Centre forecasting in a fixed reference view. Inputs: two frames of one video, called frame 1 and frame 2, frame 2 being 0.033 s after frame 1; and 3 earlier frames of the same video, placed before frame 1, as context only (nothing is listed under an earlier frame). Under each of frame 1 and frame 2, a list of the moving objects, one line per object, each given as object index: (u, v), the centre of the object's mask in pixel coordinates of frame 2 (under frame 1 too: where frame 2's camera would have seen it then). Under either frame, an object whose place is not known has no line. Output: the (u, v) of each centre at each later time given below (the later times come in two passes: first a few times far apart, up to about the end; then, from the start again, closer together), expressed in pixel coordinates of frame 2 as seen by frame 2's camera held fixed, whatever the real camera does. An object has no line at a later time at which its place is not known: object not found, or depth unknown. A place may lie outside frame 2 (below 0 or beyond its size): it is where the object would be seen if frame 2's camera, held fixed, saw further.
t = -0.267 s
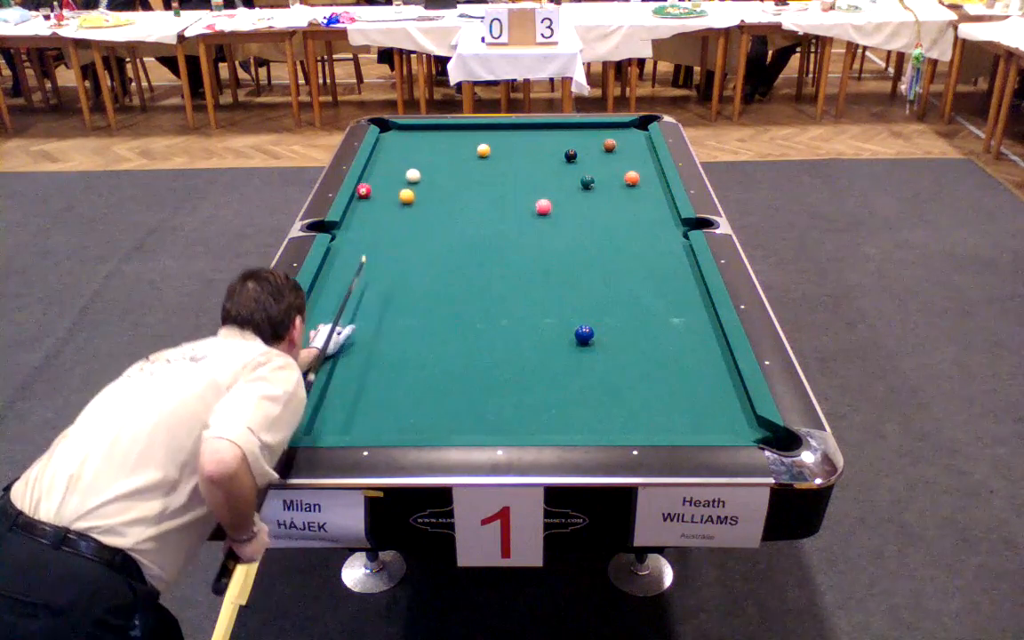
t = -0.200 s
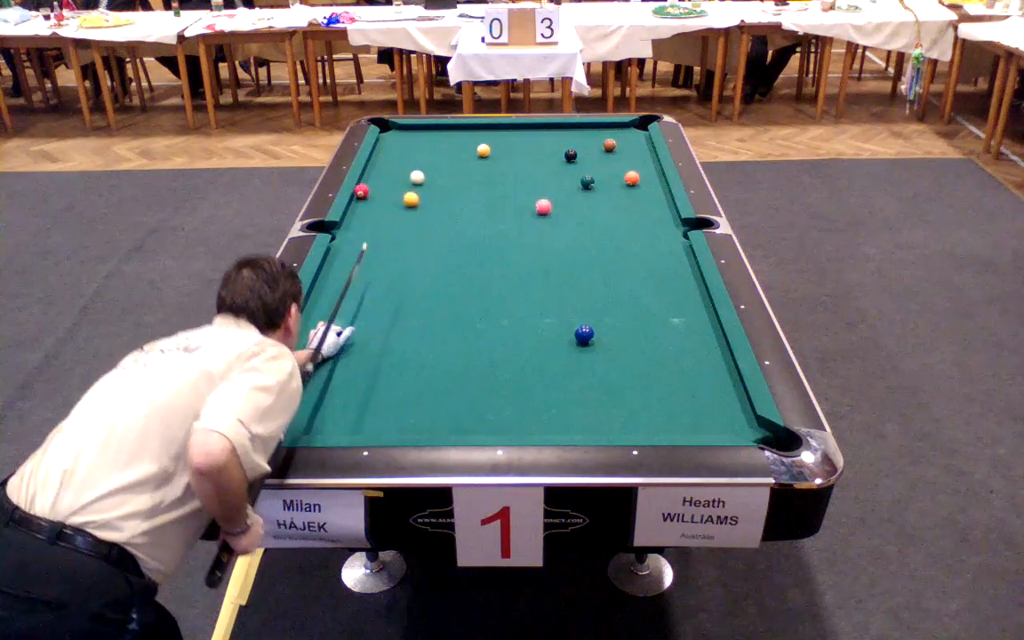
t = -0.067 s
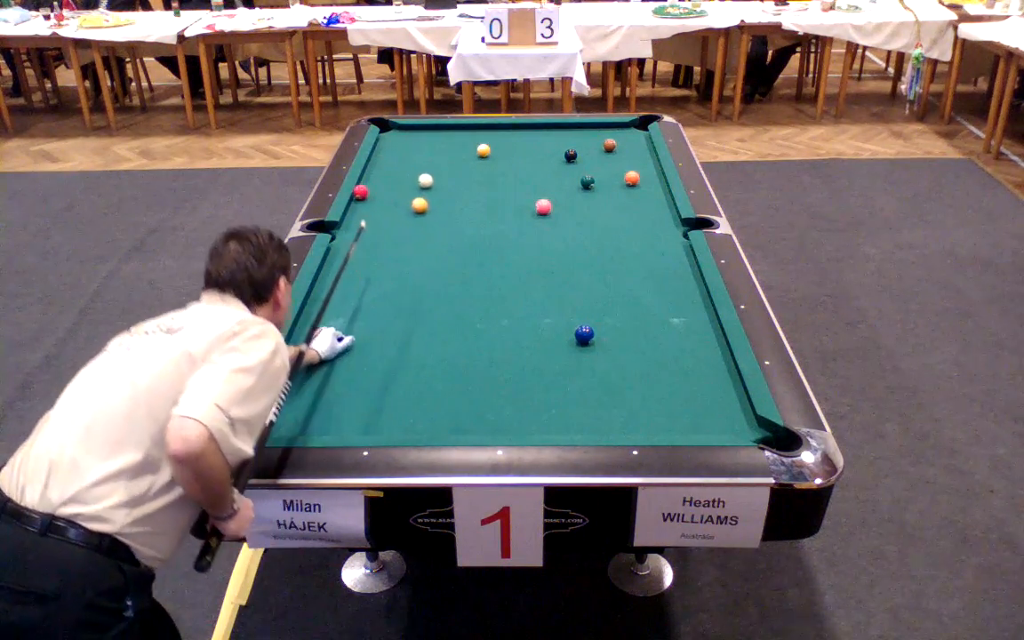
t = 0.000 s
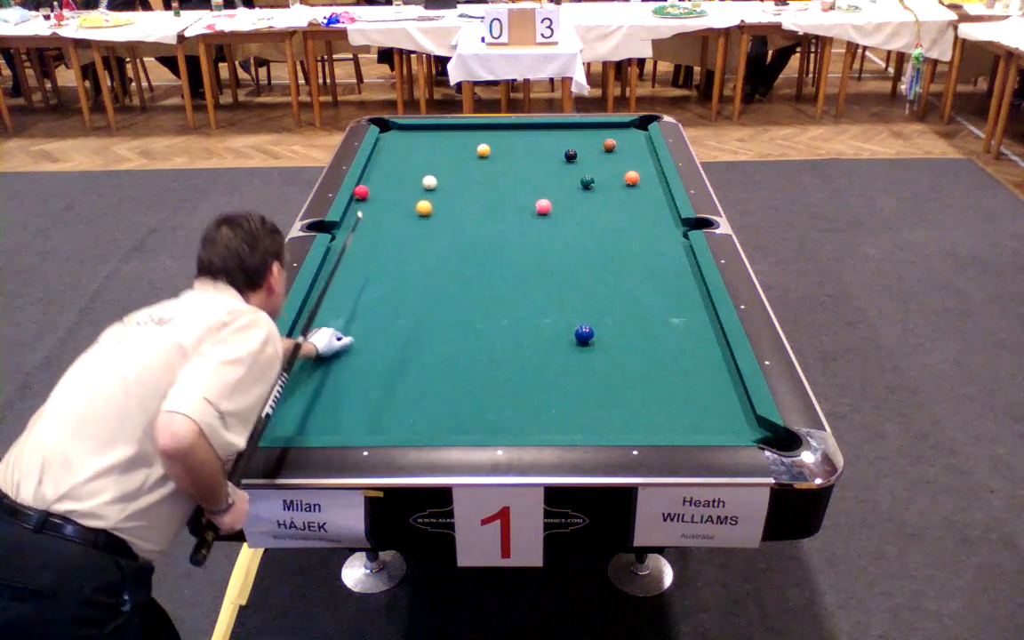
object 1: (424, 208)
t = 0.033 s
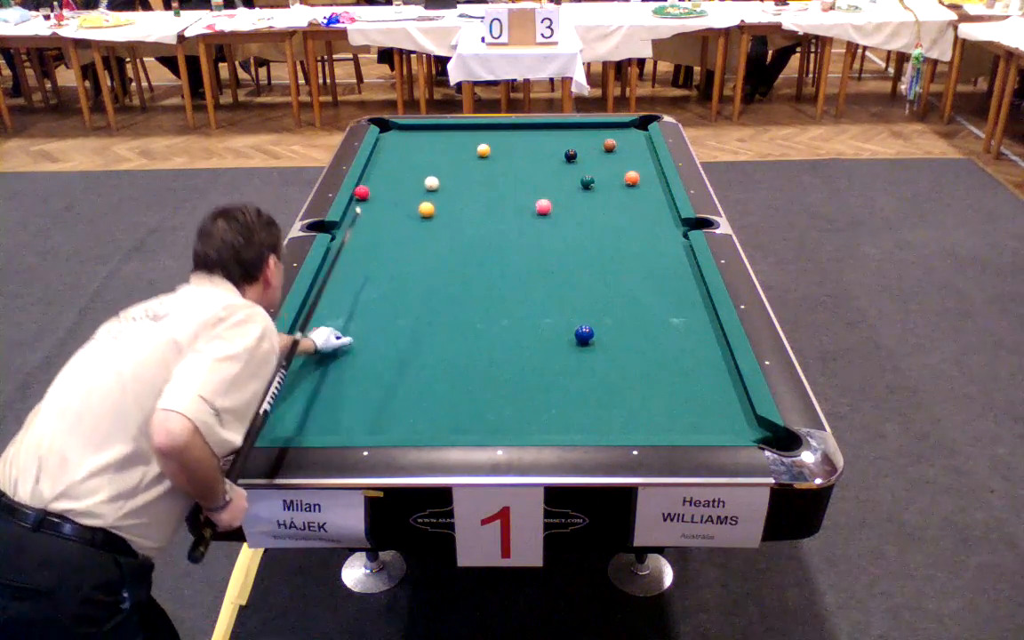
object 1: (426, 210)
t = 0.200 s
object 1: (437, 217)
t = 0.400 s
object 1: (451, 226)
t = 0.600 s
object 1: (465, 235)
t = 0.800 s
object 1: (479, 244)
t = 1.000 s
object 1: (493, 253)
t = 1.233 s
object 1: (509, 264)
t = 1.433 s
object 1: (522, 273)
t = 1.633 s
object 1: (536, 282)
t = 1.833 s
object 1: (549, 291)
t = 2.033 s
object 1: (562, 300)
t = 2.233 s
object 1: (575, 309)
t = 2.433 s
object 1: (588, 317)
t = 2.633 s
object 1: (600, 326)
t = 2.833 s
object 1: (611, 335)
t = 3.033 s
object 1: (623, 343)
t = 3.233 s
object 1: (634, 352)
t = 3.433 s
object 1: (644, 359)
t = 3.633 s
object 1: (654, 367)
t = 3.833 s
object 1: (663, 374)
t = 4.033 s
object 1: (671, 381)
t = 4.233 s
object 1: (679, 387)
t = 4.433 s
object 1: (685, 393)
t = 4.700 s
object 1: (693, 400)
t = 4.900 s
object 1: (698, 404)
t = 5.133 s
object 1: (702, 409)
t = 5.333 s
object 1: (706, 413)
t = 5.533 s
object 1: (708, 415)
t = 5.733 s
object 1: (710, 417)
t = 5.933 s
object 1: (712, 419)
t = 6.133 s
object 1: (712, 420)
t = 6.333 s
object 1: (713, 420)
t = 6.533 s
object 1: (713, 421)
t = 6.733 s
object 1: (713, 420)
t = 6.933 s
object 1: (713, 420)
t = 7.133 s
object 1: (713, 420)
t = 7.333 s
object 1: (713, 421)
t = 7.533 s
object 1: (713, 421)
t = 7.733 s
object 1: (713, 420)
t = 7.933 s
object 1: (713, 421)
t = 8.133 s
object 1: (713, 421)
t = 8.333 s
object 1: (713, 420)
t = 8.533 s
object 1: (713, 421)
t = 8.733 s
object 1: (712, 421)
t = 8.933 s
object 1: (713, 421)
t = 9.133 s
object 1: (713, 421)
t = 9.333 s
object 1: (713, 421)
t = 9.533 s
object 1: (713, 421)
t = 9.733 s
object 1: (713, 421)
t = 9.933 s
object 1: (713, 421)
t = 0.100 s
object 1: (431, 212)
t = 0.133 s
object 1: (433, 214)
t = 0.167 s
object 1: (435, 215)
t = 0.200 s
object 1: (437, 217)
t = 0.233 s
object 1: (439, 218)
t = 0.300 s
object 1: (444, 222)
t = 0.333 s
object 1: (446, 223)
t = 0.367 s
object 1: (449, 224)
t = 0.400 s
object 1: (451, 226)
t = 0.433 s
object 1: (453, 227)
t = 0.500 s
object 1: (458, 231)
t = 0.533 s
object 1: (460, 232)
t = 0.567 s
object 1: (462, 233)
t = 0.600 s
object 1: (465, 235)
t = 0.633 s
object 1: (467, 237)
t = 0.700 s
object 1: (472, 239)
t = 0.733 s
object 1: (474, 241)
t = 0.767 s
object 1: (476, 242)
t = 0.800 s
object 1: (479, 244)
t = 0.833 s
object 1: (481, 245)
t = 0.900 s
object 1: (485, 249)
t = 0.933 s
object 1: (488, 250)
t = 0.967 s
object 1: (490, 251)
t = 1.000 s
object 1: (493, 253)
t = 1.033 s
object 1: (495, 255)
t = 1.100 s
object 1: (499, 257)
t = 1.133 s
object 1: (502, 259)
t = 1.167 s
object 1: (504, 260)
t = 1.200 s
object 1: (506, 262)
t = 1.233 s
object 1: (509, 264)
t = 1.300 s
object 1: (513, 266)
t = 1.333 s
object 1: (515, 268)
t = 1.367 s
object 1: (518, 270)
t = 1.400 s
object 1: (520, 271)
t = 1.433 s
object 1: (522, 273)
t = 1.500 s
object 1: (527, 276)
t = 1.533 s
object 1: (529, 277)
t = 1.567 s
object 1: (532, 279)
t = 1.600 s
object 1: (534, 280)
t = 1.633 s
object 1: (536, 282)
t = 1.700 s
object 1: (540, 285)
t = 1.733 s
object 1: (543, 286)
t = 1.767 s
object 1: (545, 288)
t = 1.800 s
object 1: (547, 289)
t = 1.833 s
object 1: (549, 291)
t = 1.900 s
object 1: (554, 294)
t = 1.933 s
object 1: (556, 295)
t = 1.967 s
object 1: (558, 297)
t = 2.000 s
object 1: (560, 299)
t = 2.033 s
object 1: (562, 300)
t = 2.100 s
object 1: (567, 303)
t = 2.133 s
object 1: (569, 304)
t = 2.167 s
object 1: (571, 306)
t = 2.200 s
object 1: (573, 308)
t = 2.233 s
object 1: (575, 309)
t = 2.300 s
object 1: (579, 312)
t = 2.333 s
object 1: (581, 313)
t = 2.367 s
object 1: (584, 314)
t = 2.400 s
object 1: (586, 316)
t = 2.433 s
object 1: (588, 317)
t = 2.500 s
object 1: (592, 319)
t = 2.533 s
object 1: (594, 321)
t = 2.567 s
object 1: (596, 323)
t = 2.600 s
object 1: (598, 324)
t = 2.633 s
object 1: (600, 326)
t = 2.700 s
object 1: (604, 329)
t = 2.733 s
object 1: (606, 331)
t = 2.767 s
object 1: (607, 332)
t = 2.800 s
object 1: (610, 334)
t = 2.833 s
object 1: (611, 335)
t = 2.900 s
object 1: (615, 338)
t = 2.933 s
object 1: (617, 339)
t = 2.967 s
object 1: (619, 341)
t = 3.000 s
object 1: (621, 342)
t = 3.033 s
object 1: (623, 343)
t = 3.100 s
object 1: (626, 346)
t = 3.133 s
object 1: (628, 347)
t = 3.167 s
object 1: (630, 349)
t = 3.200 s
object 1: (632, 350)
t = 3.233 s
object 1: (634, 352)
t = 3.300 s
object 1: (637, 354)
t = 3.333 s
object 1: (639, 355)
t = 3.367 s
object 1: (641, 357)
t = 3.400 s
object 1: (642, 358)
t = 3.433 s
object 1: (644, 359)
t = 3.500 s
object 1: (647, 362)
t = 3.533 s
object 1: (649, 363)
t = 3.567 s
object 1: (651, 365)
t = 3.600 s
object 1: (652, 366)
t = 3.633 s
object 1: (654, 367)
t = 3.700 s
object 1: (657, 369)
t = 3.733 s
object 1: (659, 371)
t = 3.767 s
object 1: (660, 372)
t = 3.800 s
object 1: (662, 373)
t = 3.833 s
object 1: (663, 374)
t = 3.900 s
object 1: (666, 376)
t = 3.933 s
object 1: (667, 378)
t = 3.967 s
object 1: (669, 379)
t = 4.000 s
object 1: (670, 380)
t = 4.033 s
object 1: (671, 381)
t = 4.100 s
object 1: (674, 383)
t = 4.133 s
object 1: (675, 384)
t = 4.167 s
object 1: (677, 385)
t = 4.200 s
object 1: (678, 386)
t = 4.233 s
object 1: (679, 387)
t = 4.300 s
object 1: (681, 389)
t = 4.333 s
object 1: (682, 390)
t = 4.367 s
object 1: (683, 391)
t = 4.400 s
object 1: (684, 392)
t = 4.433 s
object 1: (685, 393)
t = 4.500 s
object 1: (687, 394)
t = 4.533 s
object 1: (688, 395)
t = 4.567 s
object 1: (690, 396)
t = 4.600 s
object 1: (691, 397)
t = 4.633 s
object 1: (691, 398)
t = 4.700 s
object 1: (693, 400)
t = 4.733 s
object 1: (694, 401)
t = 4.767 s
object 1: (695, 401)
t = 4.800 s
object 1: (695, 402)
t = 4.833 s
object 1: (696, 403)
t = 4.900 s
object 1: (698, 404)
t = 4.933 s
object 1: (698, 405)
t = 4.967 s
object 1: (699, 406)
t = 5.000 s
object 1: (700, 407)
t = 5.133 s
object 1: (702, 409)
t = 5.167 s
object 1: (703, 410)
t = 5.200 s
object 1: (704, 410)
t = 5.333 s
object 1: (706, 413)
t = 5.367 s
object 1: (706, 413)
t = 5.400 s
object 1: (707, 413)
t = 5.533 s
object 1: (708, 415)
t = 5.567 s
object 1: (709, 416)
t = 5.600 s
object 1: (709, 416)
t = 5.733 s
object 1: (710, 417)
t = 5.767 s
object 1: (711, 417)
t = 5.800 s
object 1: (711, 418)
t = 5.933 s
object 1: (712, 419)
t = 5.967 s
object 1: (712, 419)
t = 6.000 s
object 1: (712, 420)
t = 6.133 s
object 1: (712, 420)
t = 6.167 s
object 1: (712, 420)
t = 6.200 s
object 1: (712, 420)
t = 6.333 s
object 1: (713, 420)
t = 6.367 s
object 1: (713, 420)
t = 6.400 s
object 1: (713, 420)
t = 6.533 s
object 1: (713, 421)
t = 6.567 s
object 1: (713, 420)
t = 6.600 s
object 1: (713, 420)
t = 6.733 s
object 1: (713, 420)
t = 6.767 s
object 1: (713, 420)
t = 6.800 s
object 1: (713, 420)
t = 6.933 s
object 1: (713, 420)
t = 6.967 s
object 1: (713, 420)
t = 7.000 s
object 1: (713, 420)
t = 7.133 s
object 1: (713, 420)
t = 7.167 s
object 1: (713, 420)
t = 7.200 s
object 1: (713, 421)
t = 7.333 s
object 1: (713, 421)
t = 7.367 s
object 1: (713, 421)
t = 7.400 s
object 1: (713, 421)
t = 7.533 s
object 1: (713, 421)
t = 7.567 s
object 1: (713, 421)
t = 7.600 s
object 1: (713, 420)
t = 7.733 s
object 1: (713, 420)
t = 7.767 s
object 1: (713, 420)
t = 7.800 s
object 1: (713, 421)
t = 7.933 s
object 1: (713, 421)
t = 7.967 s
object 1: (713, 421)
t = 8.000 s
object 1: (713, 421)
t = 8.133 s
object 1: (713, 421)
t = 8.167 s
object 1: (713, 420)
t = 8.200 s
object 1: (713, 421)
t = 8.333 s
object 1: (713, 420)
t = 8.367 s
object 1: (713, 420)
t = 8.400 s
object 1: (713, 420)
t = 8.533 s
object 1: (713, 421)
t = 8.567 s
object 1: (713, 421)
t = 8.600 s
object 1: (713, 421)
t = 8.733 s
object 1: (712, 421)
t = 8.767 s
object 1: (713, 421)
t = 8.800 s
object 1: (713, 421)
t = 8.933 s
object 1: (713, 421)
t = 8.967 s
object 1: (713, 421)
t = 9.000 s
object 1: (713, 421)
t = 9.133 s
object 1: (713, 421)
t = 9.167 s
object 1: (713, 421)
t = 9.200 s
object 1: (713, 421)
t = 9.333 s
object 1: (713, 421)
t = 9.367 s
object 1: (713, 421)
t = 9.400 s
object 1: (713, 421)
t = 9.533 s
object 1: (713, 421)
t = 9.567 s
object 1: (713, 421)
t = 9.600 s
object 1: (713, 421)
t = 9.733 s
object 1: (713, 421)
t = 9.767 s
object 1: (713, 421)
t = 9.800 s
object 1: (713, 421)
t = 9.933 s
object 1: (713, 421)
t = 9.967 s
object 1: (713, 421)
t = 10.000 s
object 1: (713, 421)
